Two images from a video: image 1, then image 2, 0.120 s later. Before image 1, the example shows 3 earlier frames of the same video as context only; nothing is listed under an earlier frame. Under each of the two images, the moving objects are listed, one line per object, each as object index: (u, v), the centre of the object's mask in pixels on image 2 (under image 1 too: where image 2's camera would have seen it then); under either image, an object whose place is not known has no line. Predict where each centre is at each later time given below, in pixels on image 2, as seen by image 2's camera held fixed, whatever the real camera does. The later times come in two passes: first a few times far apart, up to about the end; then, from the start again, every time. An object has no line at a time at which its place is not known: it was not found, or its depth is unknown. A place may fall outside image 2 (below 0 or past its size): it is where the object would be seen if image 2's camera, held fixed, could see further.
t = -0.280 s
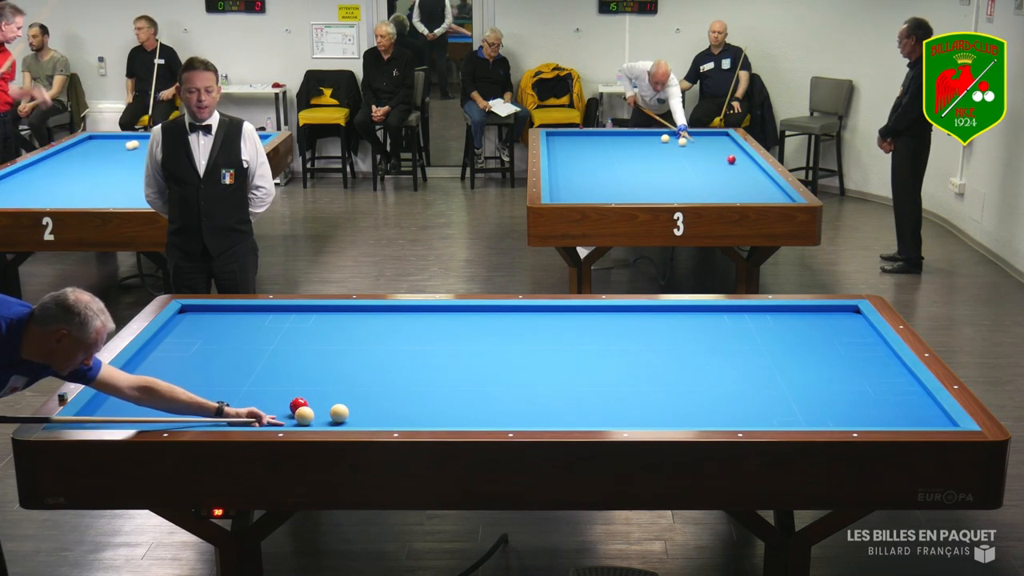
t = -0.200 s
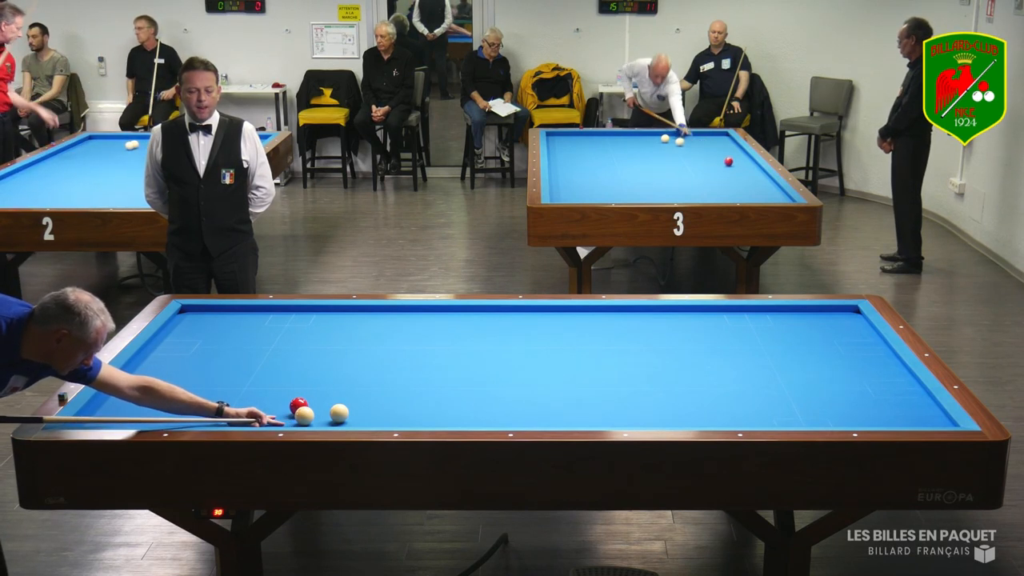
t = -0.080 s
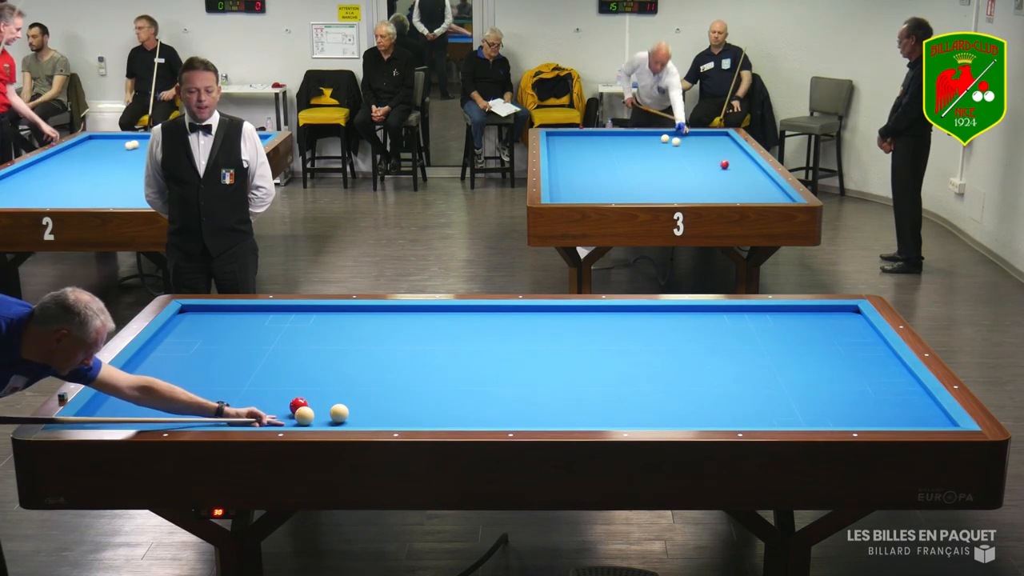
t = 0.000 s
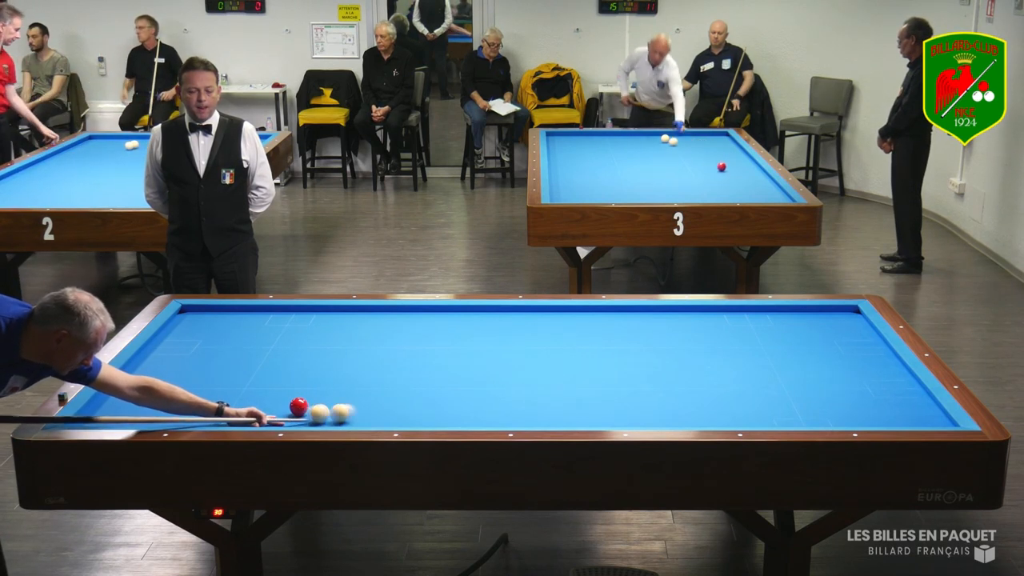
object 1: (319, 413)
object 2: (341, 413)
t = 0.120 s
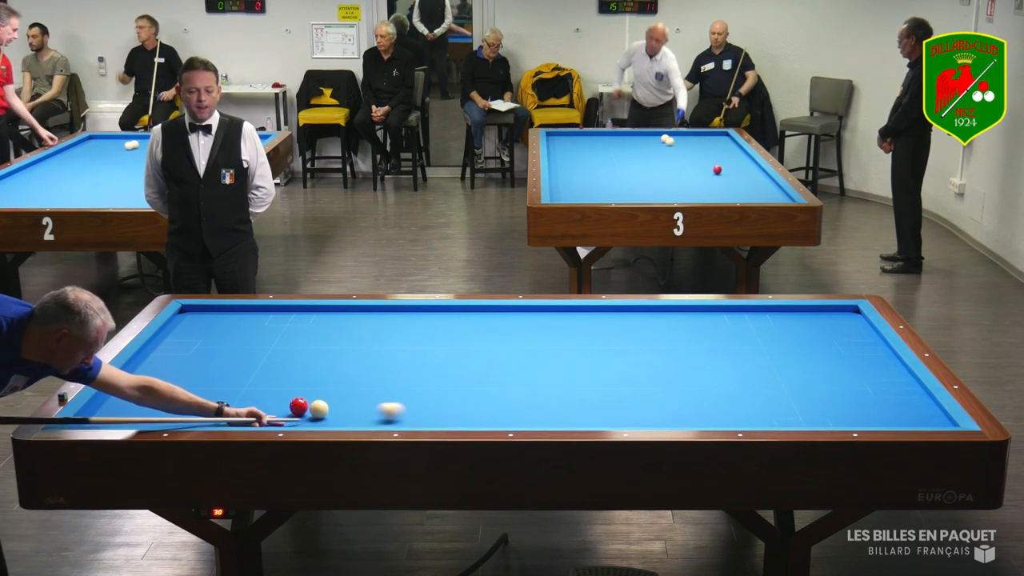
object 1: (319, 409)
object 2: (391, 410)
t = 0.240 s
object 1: (316, 407)
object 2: (433, 409)
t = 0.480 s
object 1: (308, 404)
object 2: (513, 406)
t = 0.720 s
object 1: (301, 402)
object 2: (590, 403)
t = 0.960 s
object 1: (294, 400)
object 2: (666, 401)
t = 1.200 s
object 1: (287, 398)
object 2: (738, 398)
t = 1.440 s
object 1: (282, 397)
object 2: (810, 397)
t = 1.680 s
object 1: (277, 395)
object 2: (880, 394)
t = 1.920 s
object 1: (273, 394)
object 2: (902, 393)
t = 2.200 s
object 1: (268, 393)
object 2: (852, 392)
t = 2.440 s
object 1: (265, 392)
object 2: (813, 390)
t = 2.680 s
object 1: (263, 392)
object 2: (775, 390)
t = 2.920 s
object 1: (261, 391)
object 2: (738, 389)
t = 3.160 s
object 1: (259, 391)
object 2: (703, 388)
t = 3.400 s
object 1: (258, 391)
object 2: (668, 387)
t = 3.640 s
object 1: (258, 391)
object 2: (634, 386)
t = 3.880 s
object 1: (258, 391)
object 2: (601, 385)
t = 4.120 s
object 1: (258, 390)
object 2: (569, 384)
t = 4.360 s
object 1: (258, 390)
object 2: (538, 384)
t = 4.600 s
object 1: (258, 390)
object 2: (508, 383)
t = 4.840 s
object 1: (258, 390)
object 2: (478, 382)
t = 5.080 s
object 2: (450, 382)
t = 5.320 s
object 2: (423, 381)
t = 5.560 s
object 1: (258, 390)
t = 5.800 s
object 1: (258, 390)
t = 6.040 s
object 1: (258, 390)
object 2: (346, 379)
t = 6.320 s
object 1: (258, 390)
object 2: (318, 378)
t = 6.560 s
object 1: (258, 390)
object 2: (295, 378)
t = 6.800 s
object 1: (258, 390)
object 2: (274, 377)
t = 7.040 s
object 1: (258, 391)
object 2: (253, 375)
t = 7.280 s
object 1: (258, 390)
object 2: (233, 376)
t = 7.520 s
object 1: (258, 390)
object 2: (213, 376)
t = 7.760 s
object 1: (258, 390)
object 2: (194, 375)
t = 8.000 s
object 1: (258, 390)
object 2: (177, 375)
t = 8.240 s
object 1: (258, 390)
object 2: (160, 375)
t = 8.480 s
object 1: (258, 390)
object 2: (143, 374)
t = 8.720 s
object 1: (258, 390)
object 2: (128, 374)
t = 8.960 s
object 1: (258, 390)
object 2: (129, 374)
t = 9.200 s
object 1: (258, 390)
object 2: (138, 373)
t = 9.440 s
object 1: (258, 390)
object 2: (145, 373)
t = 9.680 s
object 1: (258, 390)
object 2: (152, 373)
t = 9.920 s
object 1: (258, 390)
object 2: (158, 373)
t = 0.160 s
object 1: (317, 408)
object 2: (406, 409)
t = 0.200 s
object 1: (316, 407)
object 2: (420, 409)
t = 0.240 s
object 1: (316, 407)
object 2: (433, 409)
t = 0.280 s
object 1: (315, 406)
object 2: (447, 408)
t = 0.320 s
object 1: (314, 406)
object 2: (460, 408)
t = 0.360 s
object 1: (312, 406)
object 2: (473, 407)
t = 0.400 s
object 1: (311, 405)
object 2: (486, 406)
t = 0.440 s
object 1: (309, 405)
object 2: (499, 406)
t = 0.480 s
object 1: (308, 404)
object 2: (513, 406)
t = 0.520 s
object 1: (307, 404)
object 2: (526, 405)
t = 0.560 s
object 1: (305, 404)
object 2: (539, 405)
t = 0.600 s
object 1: (304, 403)
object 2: (552, 405)
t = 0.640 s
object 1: (303, 403)
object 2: (565, 404)
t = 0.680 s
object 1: (302, 402)
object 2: (577, 404)
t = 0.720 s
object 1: (301, 402)
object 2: (590, 403)
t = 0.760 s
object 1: (299, 402)
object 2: (603, 403)
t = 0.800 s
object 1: (298, 401)
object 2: (615, 403)
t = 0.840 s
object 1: (297, 401)
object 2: (628, 402)
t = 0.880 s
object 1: (296, 401)
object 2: (640, 402)
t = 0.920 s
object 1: (295, 400)
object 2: (653, 401)
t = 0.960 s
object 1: (294, 400)
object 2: (666, 401)
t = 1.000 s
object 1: (292, 400)
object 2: (678, 400)
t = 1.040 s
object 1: (292, 399)
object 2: (690, 400)
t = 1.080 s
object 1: (290, 399)
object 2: (702, 400)
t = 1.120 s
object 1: (289, 399)
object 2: (714, 399)
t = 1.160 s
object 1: (288, 399)
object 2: (726, 399)
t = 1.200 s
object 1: (287, 398)
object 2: (738, 398)
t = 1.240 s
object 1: (287, 398)
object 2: (750, 398)
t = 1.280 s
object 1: (285, 398)
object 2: (762, 398)
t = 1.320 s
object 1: (285, 398)
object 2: (775, 397)
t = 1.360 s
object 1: (284, 397)
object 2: (786, 397)
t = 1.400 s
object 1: (283, 397)
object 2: (798, 397)
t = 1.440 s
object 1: (282, 397)
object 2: (810, 397)
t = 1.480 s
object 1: (281, 396)
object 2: (822, 396)
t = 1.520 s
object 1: (280, 396)
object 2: (834, 396)
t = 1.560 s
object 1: (279, 396)
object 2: (845, 396)
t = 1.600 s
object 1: (279, 396)
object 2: (857, 395)
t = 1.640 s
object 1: (278, 395)
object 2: (868, 395)
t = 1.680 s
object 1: (277, 395)
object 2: (880, 394)
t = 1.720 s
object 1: (276, 395)
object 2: (892, 394)
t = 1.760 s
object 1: (275, 395)
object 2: (903, 394)
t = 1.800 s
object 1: (275, 395)
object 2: (915, 394)
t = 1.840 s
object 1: (274, 395)
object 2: (919, 393)
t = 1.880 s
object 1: (273, 394)
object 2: (910, 393)
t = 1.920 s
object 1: (273, 394)
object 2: (902, 393)
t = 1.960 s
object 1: (272, 394)
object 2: (893, 393)
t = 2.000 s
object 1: (271, 394)
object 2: (887, 393)
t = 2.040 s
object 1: (271, 394)
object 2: (880, 392)
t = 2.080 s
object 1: (270, 393)
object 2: (873, 392)
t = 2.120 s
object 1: (269, 393)
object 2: (866, 392)
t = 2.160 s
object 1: (269, 393)
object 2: (859, 392)
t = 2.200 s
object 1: (268, 393)
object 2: (852, 392)
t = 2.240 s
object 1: (268, 393)
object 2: (846, 391)
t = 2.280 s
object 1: (267, 393)
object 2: (839, 391)
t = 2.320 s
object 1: (267, 393)
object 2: (833, 391)
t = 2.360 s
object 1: (266, 393)
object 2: (826, 391)
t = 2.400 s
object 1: (266, 392)
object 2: (820, 391)
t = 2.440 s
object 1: (265, 392)
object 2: (813, 390)
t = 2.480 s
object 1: (265, 392)
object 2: (807, 390)
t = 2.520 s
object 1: (264, 392)
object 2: (801, 390)
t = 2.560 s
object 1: (264, 392)
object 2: (794, 390)
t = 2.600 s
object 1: (264, 392)
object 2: (788, 390)
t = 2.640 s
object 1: (263, 392)
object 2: (782, 390)
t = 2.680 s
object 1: (263, 392)
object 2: (775, 390)
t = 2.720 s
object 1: (262, 391)
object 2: (769, 389)
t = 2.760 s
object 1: (262, 391)
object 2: (763, 389)
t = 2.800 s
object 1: (262, 391)
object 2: (756, 389)
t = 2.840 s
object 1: (261, 391)
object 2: (751, 389)
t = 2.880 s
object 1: (261, 391)
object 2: (744, 389)
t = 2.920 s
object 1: (261, 391)
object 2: (738, 389)
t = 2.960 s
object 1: (260, 391)
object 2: (732, 389)
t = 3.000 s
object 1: (260, 391)
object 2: (726, 389)
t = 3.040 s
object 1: (260, 391)
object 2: (721, 389)
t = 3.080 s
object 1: (260, 391)
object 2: (714, 388)
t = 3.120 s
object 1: (259, 391)
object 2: (708, 388)
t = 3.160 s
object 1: (259, 391)
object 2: (703, 388)
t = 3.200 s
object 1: (259, 391)
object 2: (697, 388)
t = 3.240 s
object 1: (259, 391)
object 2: (691, 388)
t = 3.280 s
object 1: (259, 391)
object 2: (685, 388)
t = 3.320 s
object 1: (258, 391)
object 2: (679, 387)
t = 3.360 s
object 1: (258, 391)
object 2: (673, 387)
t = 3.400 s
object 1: (258, 391)
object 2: (668, 387)
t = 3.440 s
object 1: (258, 391)
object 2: (662, 387)
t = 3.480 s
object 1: (258, 391)
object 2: (656, 387)
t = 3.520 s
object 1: (258, 391)
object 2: (651, 387)
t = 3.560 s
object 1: (258, 391)
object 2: (645, 386)
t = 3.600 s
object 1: (258, 391)
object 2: (639, 386)
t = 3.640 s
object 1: (258, 391)
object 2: (634, 386)
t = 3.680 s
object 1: (258, 391)
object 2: (628, 386)
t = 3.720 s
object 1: (258, 390)
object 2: (623, 386)
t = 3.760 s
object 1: (258, 390)
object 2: (617, 386)
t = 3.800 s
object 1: (258, 390)
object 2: (612, 386)
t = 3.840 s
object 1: (258, 391)
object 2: (606, 385)
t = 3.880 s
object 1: (258, 391)
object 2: (601, 385)
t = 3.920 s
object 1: (258, 390)
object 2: (596, 385)
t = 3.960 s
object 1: (258, 390)
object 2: (590, 385)
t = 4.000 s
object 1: (258, 390)
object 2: (584, 385)
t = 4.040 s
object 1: (258, 391)
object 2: (580, 385)
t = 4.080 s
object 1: (258, 390)
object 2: (574, 385)
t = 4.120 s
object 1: (258, 390)
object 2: (569, 384)
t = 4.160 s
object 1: (258, 391)
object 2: (564, 384)
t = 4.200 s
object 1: (258, 391)
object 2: (558, 384)
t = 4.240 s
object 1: (258, 390)
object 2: (553, 384)
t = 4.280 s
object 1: (258, 390)
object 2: (548, 384)
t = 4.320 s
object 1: (258, 390)
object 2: (543, 384)
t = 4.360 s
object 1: (258, 390)
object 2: (538, 384)
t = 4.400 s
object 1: (258, 390)
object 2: (533, 384)
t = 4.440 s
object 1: (258, 390)
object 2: (527, 384)
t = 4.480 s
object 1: (258, 390)
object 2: (523, 384)
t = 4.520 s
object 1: (258, 390)
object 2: (517, 383)
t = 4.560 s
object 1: (258, 390)
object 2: (513, 383)
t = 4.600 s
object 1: (258, 390)
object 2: (508, 383)
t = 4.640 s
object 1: (258, 390)
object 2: (503, 383)
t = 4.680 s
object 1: (258, 390)
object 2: (498, 383)
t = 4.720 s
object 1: (258, 391)
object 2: (493, 383)
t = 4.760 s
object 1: (258, 391)
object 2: (488, 383)
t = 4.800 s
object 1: (258, 390)
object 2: (483, 383)
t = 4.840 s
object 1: (258, 390)
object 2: (478, 382)
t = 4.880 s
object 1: (258, 390)
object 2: (473, 382)
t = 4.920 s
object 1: (258, 390)
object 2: (469, 382)
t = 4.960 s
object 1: (264, 389)
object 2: (464, 382)
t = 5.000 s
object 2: (459, 382)
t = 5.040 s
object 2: (454, 382)
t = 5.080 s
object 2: (450, 382)
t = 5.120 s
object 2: (445, 381)
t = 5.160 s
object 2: (441, 382)
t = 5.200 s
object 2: (436, 381)
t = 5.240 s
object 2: (432, 381)
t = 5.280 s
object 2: (427, 381)
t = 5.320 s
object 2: (423, 381)
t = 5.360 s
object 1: (257, 393)
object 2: (419, 380)
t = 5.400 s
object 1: (257, 392)
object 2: (415, 378)
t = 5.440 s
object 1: (257, 391)
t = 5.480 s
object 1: (258, 390)
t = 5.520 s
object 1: (258, 390)
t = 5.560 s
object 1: (258, 390)
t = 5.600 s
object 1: (258, 390)
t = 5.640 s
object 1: (258, 390)
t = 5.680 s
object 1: (258, 390)
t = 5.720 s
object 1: (258, 390)
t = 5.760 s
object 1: (258, 390)
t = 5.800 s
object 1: (258, 390)
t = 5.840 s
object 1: (258, 390)
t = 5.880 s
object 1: (258, 390)
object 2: (361, 376)
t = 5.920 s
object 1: (258, 390)
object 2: (364, 375)
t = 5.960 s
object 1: (258, 390)
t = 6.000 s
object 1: (258, 390)
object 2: (346, 380)
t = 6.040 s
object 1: (258, 390)
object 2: (346, 379)
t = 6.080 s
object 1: (258, 390)
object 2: (342, 379)
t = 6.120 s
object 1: (258, 390)
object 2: (338, 379)
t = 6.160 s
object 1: (258, 390)
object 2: (334, 379)
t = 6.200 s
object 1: (258, 390)
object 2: (330, 379)
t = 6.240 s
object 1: (258, 390)
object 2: (326, 379)
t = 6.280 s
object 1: (258, 390)
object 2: (322, 378)
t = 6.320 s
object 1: (258, 390)
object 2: (318, 378)
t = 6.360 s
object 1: (258, 390)
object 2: (314, 378)
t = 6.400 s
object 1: (258, 390)
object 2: (311, 378)
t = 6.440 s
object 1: (258, 390)
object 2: (307, 378)
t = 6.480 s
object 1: (258, 390)
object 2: (303, 378)
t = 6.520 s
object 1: (258, 390)
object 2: (299, 378)
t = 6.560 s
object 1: (258, 390)
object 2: (295, 378)
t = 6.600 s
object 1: (258, 390)
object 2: (292, 378)
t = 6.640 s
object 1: (258, 390)
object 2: (288, 378)
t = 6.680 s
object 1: (258, 390)
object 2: (285, 378)
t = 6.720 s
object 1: (258, 390)
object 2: (281, 377)
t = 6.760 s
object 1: (258, 390)
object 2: (277, 377)
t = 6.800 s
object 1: (258, 390)
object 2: (274, 377)
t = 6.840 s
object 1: (258, 390)
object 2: (271, 377)
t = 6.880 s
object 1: (258, 390)
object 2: (267, 376)
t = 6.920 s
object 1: (258, 390)
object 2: (263, 376)
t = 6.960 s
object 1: (258, 390)
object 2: (260, 375)
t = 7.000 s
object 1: (258, 391)
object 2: (257, 375)
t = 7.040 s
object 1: (258, 391)
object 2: (253, 375)
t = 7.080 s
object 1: (258, 390)
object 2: (249, 376)
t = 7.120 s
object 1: (258, 390)
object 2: (246, 376)
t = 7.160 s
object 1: (258, 390)
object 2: (243, 376)
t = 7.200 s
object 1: (258, 390)
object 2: (239, 376)
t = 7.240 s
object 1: (258, 391)
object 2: (236, 376)
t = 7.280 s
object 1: (258, 390)
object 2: (233, 376)
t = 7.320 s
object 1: (258, 390)
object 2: (229, 376)
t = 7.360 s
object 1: (258, 390)
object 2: (226, 376)
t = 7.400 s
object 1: (258, 390)
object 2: (223, 376)
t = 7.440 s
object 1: (258, 390)
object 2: (220, 376)
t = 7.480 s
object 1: (258, 390)
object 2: (216, 376)
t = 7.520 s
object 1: (258, 390)
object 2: (213, 376)
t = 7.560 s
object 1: (258, 390)
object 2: (210, 375)
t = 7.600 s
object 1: (258, 390)
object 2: (207, 376)
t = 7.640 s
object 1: (258, 390)
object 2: (204, 376)
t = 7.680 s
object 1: (258, 390)
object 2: (201, 375)
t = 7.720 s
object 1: (258, 390)
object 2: (198, 375)
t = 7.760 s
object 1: (258, 390)
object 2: (194, 375)
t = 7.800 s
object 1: (258, 390)
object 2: (192, 375)
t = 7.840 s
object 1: (258, 390)
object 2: (188, 375)
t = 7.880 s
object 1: (258, 390)
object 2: (186, 375)
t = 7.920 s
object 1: (258, 390)
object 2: (183, 375)
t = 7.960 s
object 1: (258, 390)
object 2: (180, 375)
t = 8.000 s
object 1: (258, 390)
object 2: (177, 375)
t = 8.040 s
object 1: (258, 390)
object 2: (174, 375)
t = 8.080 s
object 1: (258, 390)
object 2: (171, 375)
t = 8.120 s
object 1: (258, 390)
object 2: (169, 375)
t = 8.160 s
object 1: (258, 390)
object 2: (166, 375)
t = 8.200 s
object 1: (258, 390)
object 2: (163, 375)
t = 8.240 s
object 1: (258, 390)
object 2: (160, 375)
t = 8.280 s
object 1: (258, 390)
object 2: (157, 375)
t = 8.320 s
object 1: (258, 390)
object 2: (155, 374)
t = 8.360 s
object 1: (258, 390)
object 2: (152, 374)
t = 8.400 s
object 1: (258, 390)
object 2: (149, 374)
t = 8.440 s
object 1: (258, 390)
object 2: (147, 374)
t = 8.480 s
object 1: (258, 390)
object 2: (143, 374)
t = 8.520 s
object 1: (258, 390)
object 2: (141, 374)
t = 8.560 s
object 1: (258, 390)
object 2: (139, 374)
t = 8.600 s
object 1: (258, 390)
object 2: (136, 374)
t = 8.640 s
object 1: (258, 390)
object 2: (133, 374)
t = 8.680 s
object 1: (258, 390)
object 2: (131, 374)
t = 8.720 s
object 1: (258, 390)
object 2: (128, 374)
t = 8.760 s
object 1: (258, 390)
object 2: (126, 374)
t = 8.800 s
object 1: (258, 390)
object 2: (124, 374)
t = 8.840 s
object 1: (258, 390)
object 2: (125, 374)
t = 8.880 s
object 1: (258, 390)
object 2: (126, 374)
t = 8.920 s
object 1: (258, 390)
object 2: (128, 374)
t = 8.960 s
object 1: (258, 390)
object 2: (129, 374)
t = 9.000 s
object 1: (258, 390)
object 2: (131, 374)
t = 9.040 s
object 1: (258, 390)
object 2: (132, 374)
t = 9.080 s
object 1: (258, 390)
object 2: (133, 374)
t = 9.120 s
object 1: (258, 390)
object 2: (135, 374)
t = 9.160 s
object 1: (258, 390)
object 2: (136, 374)
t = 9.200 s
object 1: (258, 390)
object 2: (138, 373)
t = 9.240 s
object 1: (258, 390)
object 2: (139, 373)
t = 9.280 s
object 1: (258, 390)
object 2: (140, 373)
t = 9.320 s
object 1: (258, 390)
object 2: (141, 373)
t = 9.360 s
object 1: (258, 390)
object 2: (143, 373)
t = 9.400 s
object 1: (258, 390)
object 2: (144, 373)
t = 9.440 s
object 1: (258, 390)
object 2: (145, 373)
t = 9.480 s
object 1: (258, 390)
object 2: (146, 373)
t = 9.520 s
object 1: (258, 390)
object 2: (148, 373)
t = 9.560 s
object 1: (258, 390)
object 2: (149, 373)
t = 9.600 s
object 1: (258, 390)
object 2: (150, 373)
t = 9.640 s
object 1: (258, 390)
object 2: (151, 373)
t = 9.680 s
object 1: (258, 390)
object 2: (152, 373)
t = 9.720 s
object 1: (258, 390)
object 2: (153, 373)
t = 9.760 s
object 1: (258, 390)
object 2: (154, 373)
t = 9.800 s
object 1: (258, 390)
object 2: (155, 373)
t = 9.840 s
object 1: (258, 390)
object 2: (156, 373)
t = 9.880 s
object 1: (258, 390)
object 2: (157, 373)
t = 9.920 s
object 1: (258, 390)
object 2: (158, 373)
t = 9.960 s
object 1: (258, 390)
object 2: (159, 373)
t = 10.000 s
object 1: (258, 390)
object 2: (160, 373)
